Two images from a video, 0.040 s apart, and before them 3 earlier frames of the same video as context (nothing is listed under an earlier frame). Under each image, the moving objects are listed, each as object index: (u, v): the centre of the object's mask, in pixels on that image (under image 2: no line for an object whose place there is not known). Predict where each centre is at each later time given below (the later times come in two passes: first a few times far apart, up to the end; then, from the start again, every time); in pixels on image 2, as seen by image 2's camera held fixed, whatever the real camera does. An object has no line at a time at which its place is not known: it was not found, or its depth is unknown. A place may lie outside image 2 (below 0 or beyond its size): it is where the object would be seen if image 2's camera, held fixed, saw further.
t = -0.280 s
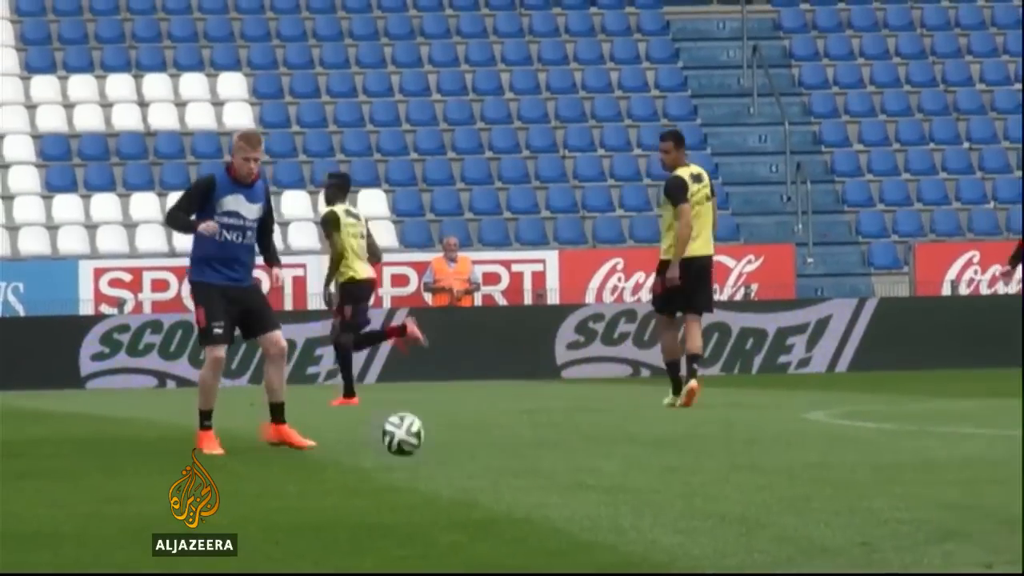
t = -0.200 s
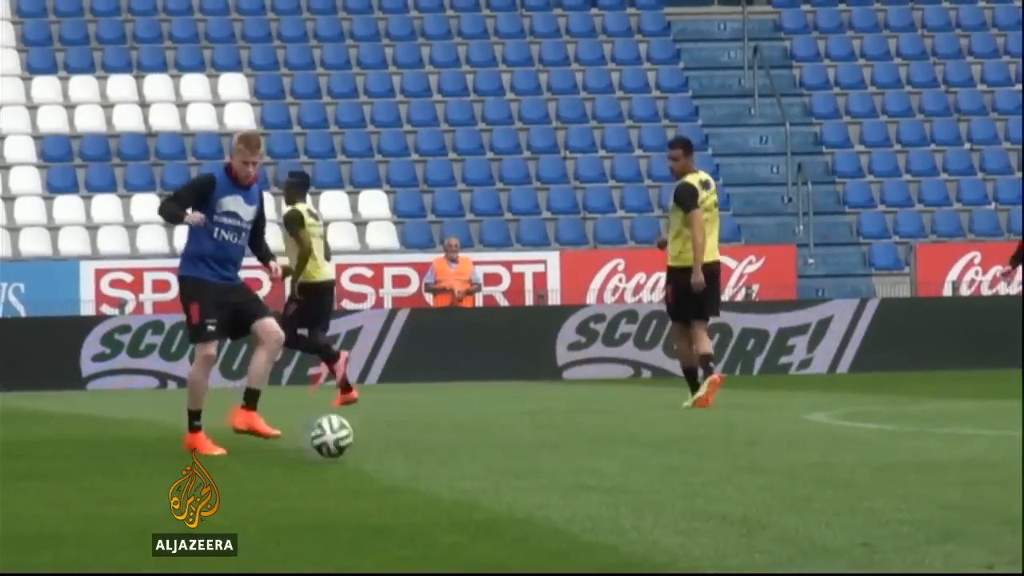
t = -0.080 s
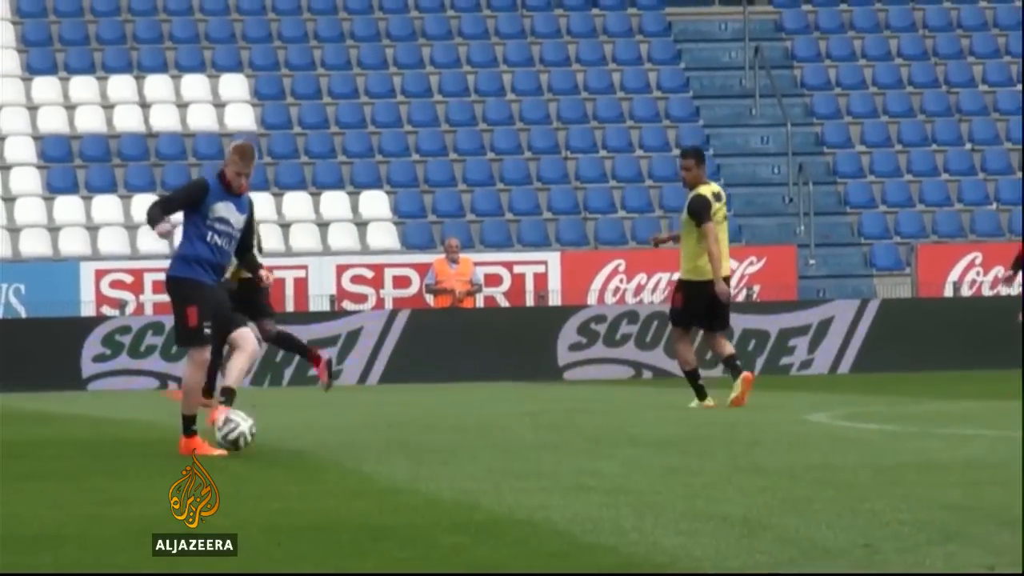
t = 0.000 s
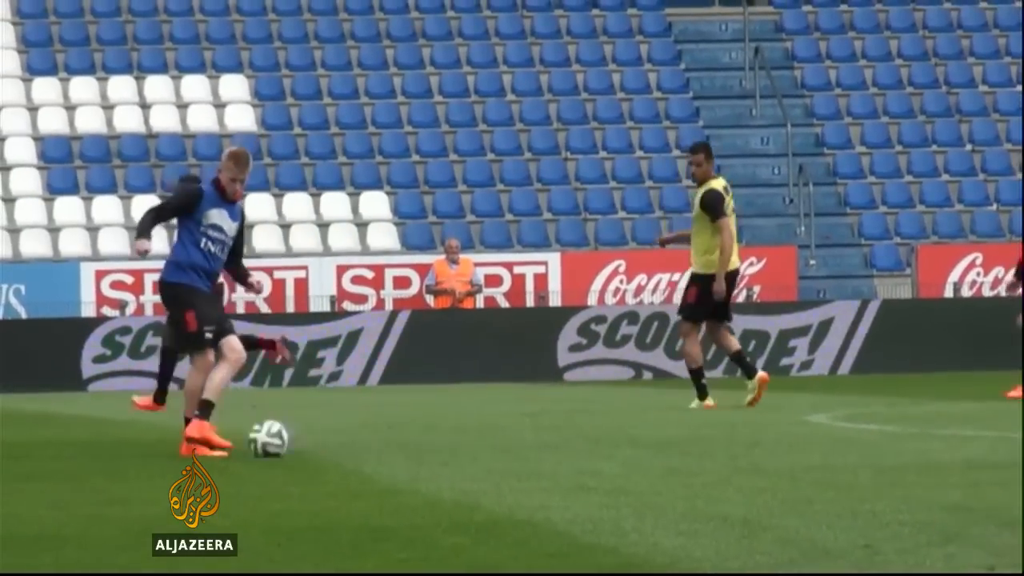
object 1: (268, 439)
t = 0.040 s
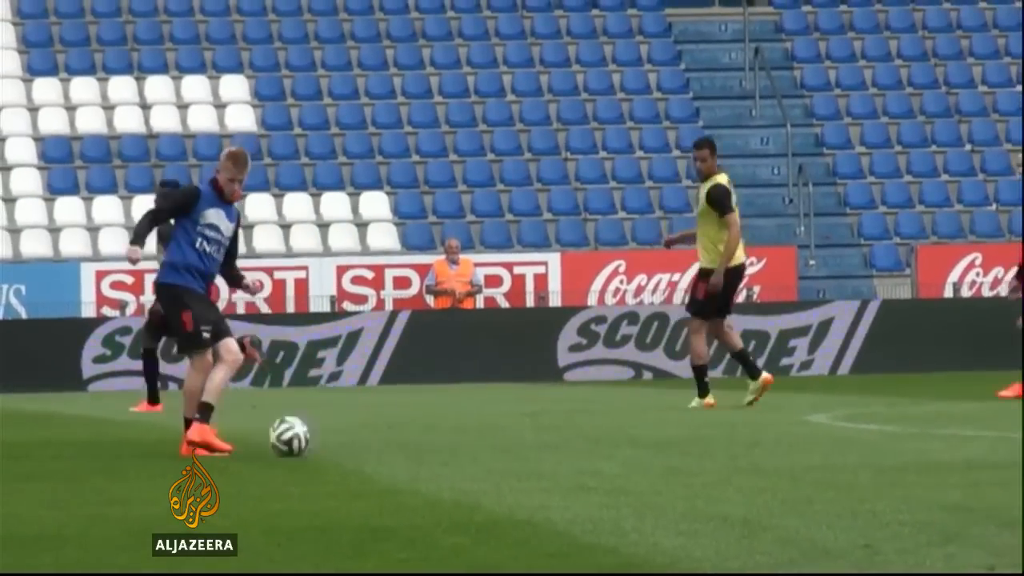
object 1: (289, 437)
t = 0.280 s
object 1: (404, 438)
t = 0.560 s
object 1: (501, 440)
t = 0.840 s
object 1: (553, 441)
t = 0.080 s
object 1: (309, 433)
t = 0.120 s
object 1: (330, 432)
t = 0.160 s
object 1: (349, 434)
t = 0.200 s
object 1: (369, 438)
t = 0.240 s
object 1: (388, 440)
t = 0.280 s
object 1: (404, 438)
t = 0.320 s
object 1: (420, 437)
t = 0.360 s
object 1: (437, 438)
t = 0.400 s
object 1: (453, 440)
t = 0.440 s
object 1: (466, 440)
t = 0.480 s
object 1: (478, 439)
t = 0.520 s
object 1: (490, 440)
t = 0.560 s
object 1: (501, 440)
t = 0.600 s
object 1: (510, 440)
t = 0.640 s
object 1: (517, 440)
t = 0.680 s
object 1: (525, 441)
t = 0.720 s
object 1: (533, 441)
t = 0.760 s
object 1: (540, 441)
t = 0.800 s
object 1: (547, 440)
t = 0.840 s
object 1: (553, 441)
